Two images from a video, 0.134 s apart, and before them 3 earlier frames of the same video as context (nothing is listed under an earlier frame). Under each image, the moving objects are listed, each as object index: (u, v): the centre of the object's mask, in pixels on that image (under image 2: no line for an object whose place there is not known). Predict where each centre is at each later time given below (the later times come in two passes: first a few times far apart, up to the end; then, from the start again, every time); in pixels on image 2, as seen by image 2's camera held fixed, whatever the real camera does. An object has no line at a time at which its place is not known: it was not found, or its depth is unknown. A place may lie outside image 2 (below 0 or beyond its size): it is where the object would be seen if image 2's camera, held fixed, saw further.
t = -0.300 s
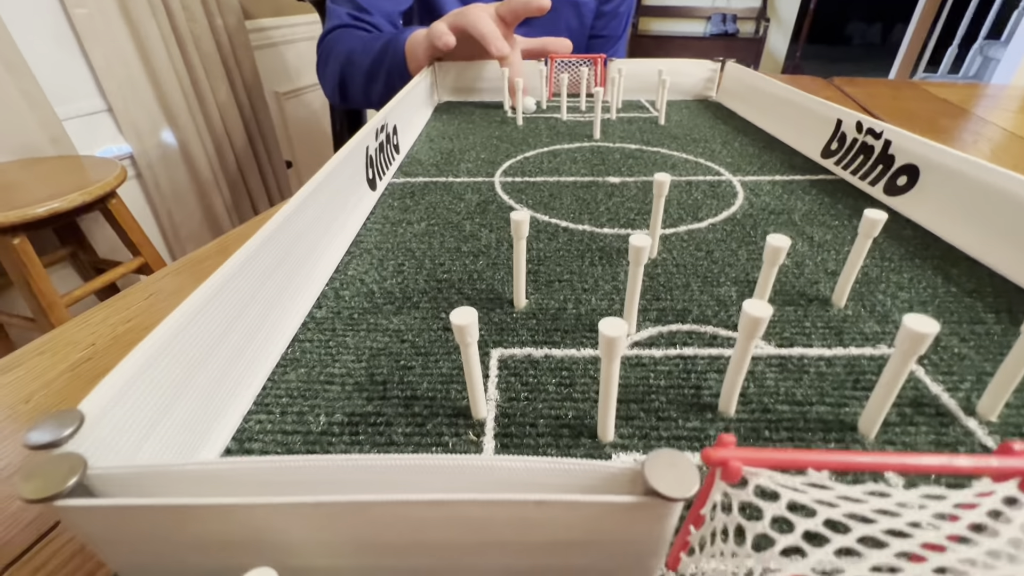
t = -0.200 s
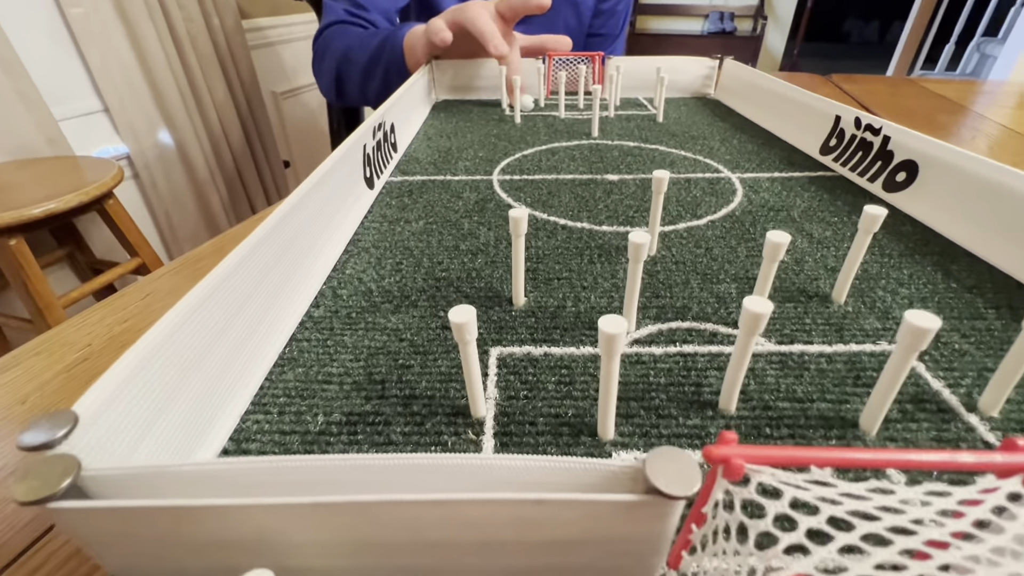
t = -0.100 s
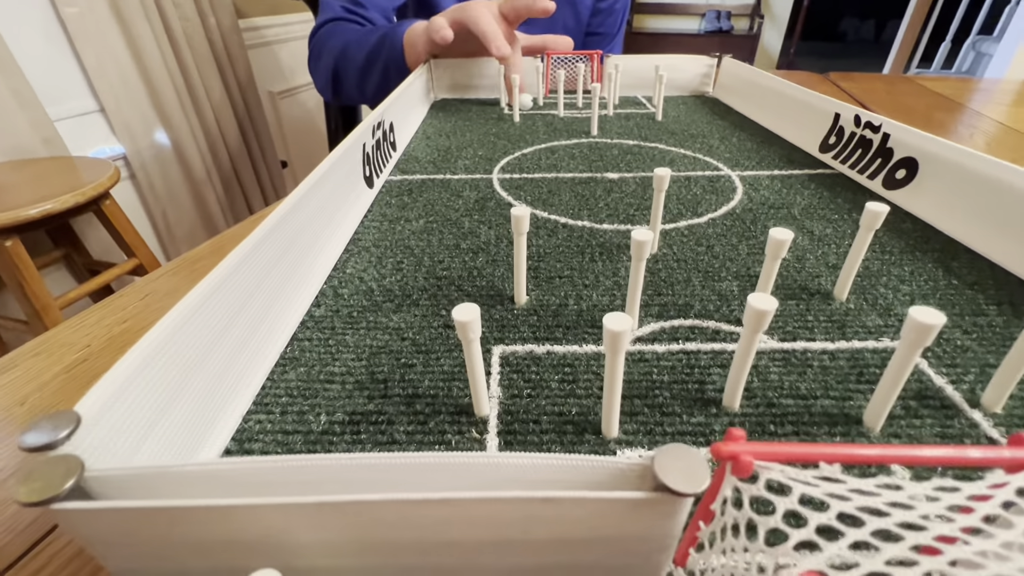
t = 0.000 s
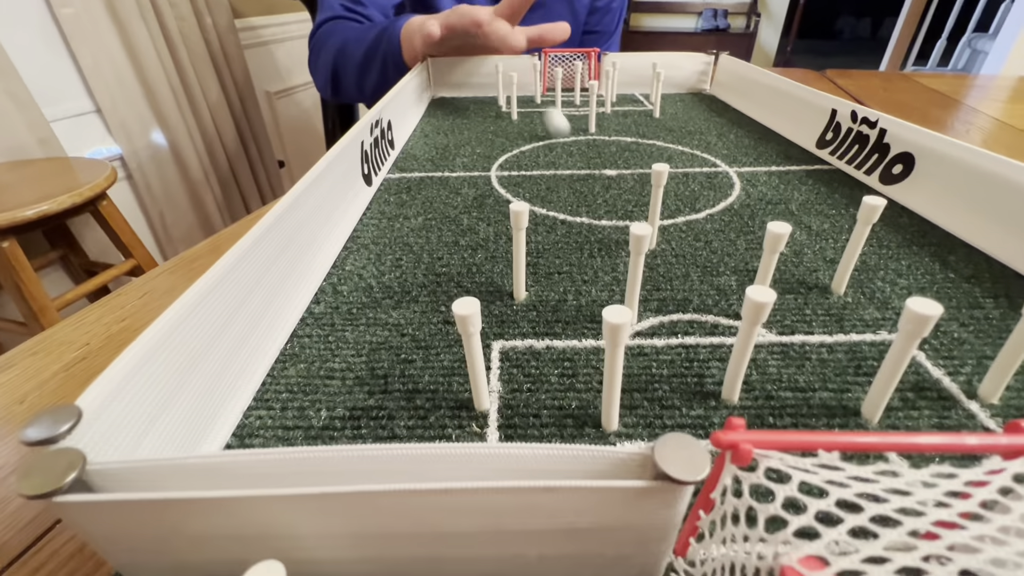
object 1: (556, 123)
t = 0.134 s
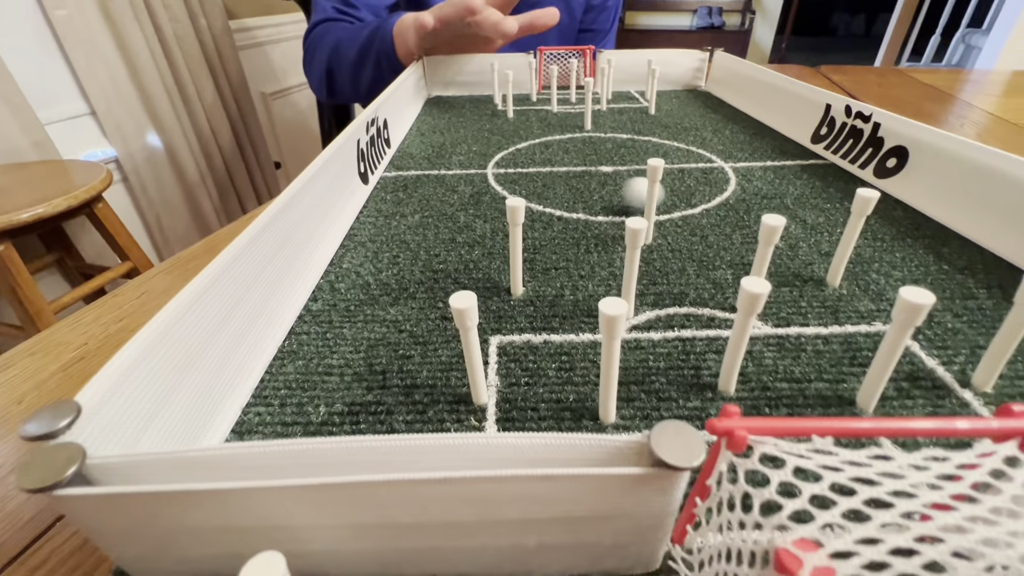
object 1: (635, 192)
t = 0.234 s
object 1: (734, 264)
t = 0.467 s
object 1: (743, 250)
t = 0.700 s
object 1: (736, 252)
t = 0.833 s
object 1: (736, 251)
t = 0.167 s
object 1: (677, 213)
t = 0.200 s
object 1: (713, 256)
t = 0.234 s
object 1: (734, 264)
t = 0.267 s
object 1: (731, 262)
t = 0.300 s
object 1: (733, 255)
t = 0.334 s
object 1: (736, 253)
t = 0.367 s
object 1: (740, 253)
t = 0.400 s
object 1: (742, 252)
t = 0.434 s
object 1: (743, 251)
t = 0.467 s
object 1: (743, 250)
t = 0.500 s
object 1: (742, 250)
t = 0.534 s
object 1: (741, 250)
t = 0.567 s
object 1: (739, 250)
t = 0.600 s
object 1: (737, 251)
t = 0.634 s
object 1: (735, 251)
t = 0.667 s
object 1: (735, 252)
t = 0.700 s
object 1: (736, 252)
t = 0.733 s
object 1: (737, 252)
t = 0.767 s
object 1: (737, 251)
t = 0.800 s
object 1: (737, 251)
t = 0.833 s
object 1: (736, 251)
